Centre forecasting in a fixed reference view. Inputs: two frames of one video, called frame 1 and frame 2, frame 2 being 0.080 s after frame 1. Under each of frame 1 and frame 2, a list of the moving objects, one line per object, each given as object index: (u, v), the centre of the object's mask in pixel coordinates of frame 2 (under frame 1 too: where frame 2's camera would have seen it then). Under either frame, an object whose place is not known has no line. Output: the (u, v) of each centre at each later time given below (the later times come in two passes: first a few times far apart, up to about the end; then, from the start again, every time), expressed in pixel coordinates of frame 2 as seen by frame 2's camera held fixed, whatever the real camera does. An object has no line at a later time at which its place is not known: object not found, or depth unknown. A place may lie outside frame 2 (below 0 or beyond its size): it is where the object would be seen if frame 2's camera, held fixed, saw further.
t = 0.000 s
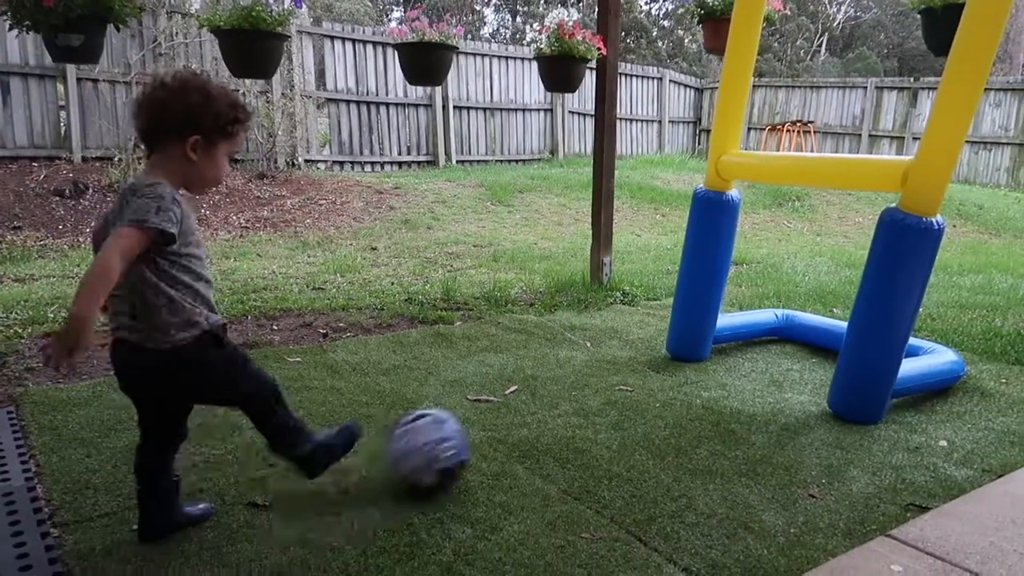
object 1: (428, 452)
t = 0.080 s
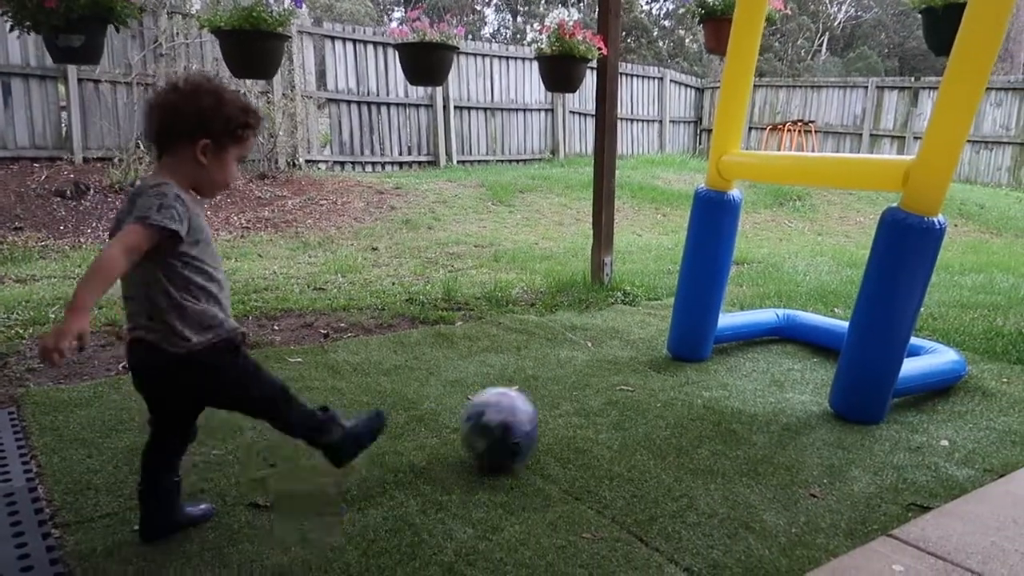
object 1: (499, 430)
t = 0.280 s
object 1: (622, 395)
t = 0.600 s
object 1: (738, 359)
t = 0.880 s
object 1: (801, 331)
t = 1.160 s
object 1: (762, 298)
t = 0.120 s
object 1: (529, 423)
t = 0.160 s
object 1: (555, 412)
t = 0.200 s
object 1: (580, 407)
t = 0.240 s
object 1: (602, 401)
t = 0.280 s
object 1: (622, 395)
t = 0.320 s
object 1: (640, 389)
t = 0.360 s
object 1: (655, 384)
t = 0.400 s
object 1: (671, 380)
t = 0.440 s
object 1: (687, 376)
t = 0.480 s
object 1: (700, 370)
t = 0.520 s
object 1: (714, 367)
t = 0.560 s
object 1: (727, 364)
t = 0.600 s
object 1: (738, 359)
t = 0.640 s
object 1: (749, 357)
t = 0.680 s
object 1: (758, 354)
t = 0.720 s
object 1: (768, 348)
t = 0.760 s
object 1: (777, 345)
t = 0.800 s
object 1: (786, 341)
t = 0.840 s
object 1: (793, 339)
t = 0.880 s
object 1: (801, 331)
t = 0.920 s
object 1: (799, 317)
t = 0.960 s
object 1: (794, 306)
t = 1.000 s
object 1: (789, 298)
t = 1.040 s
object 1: (783, 293)
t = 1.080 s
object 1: (776, 292)
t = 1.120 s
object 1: (769, 293)
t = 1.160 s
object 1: (762, 298)
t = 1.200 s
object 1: (761, 299)
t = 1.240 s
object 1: (763, 296)
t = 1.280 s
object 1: (765, 297)
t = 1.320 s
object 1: (767, 300)
